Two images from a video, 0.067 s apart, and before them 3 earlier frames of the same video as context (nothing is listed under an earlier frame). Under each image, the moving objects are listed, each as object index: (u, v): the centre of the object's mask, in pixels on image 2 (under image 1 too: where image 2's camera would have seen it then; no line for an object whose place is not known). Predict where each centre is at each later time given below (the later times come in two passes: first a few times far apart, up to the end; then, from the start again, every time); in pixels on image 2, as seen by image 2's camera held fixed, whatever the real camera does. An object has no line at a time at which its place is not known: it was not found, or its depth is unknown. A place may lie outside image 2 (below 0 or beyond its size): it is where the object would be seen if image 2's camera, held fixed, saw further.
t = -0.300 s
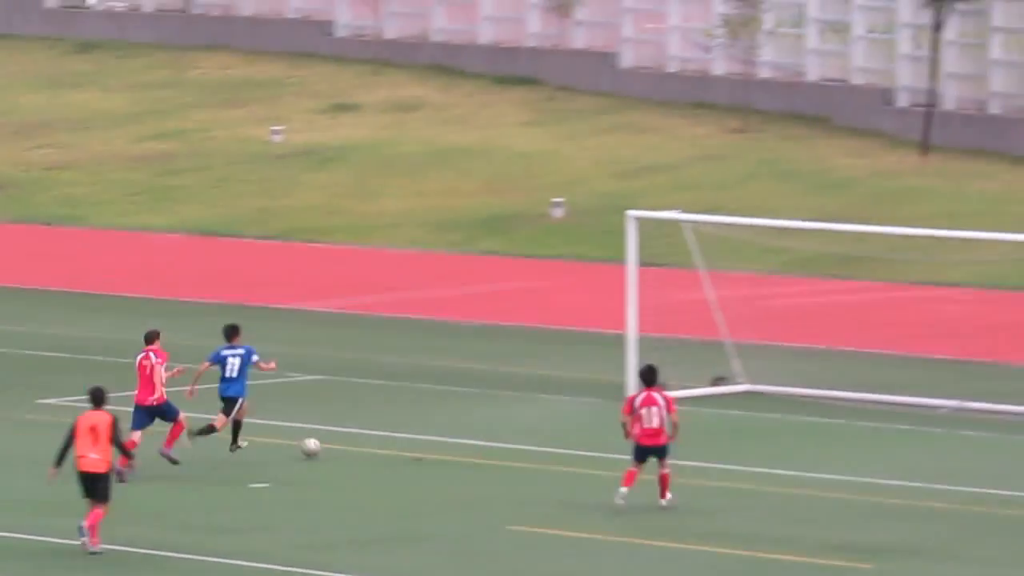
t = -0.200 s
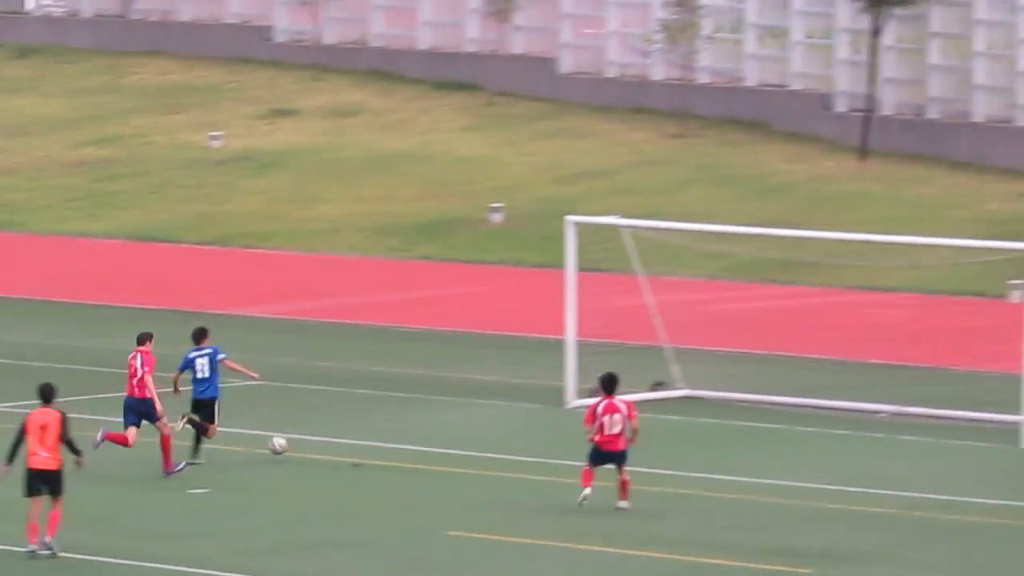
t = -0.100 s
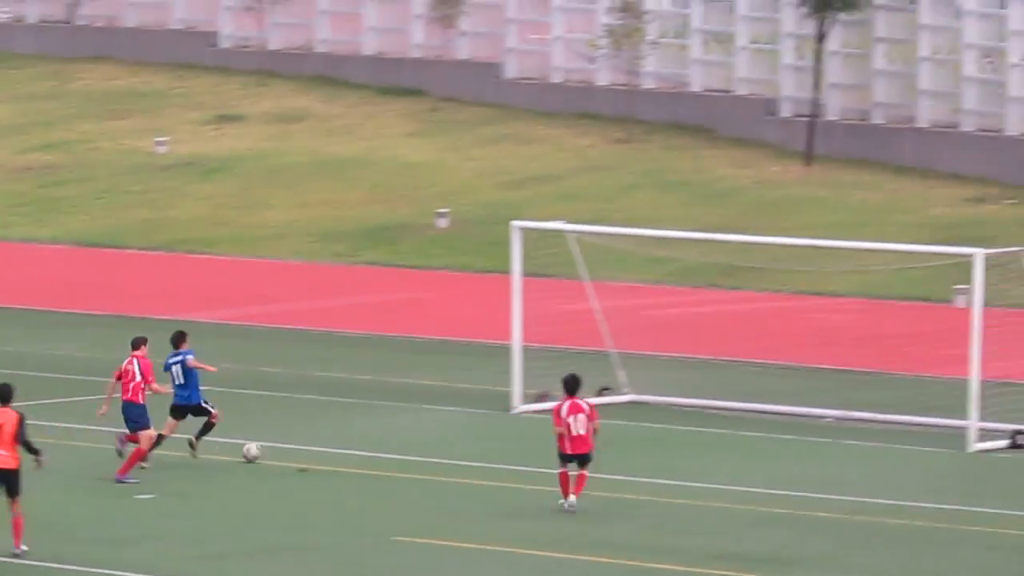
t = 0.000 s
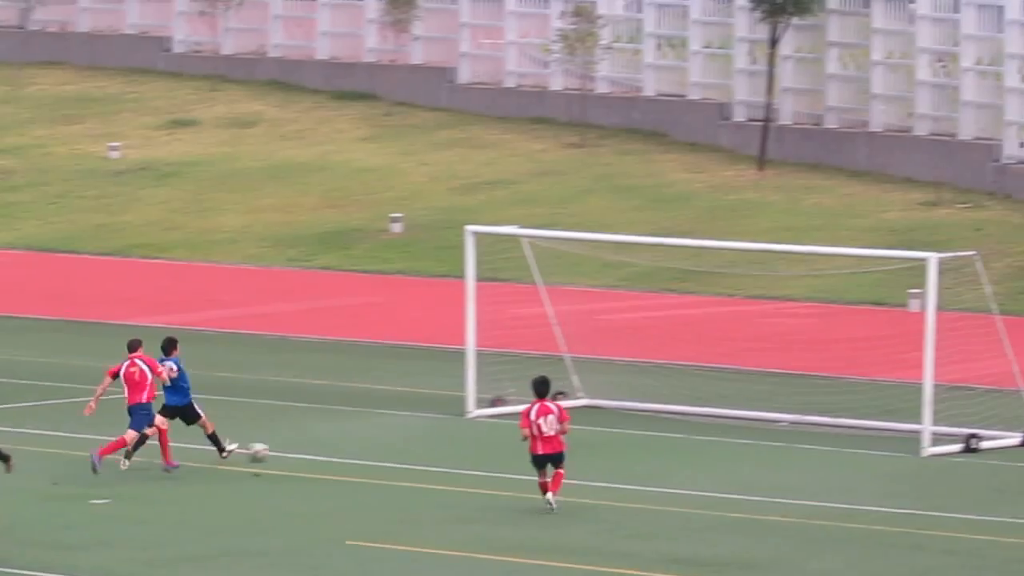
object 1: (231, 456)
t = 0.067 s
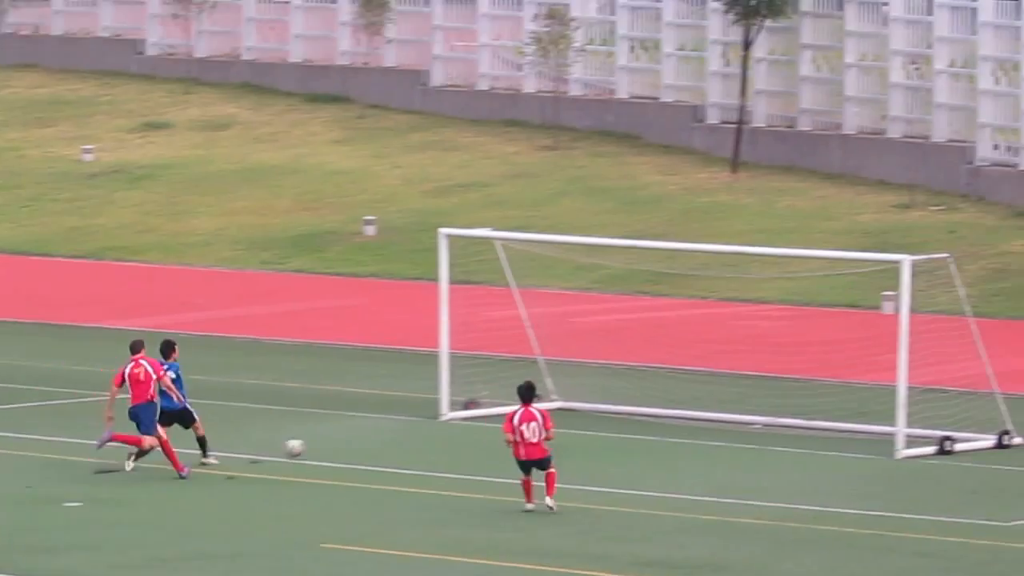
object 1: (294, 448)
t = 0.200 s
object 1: (408, 441)
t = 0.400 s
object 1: (541, 417)
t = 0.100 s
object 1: (323, 445)
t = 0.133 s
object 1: (352, 443)
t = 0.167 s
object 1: (381, 442)
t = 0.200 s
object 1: (408, 441)
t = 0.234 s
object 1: (430, 434)
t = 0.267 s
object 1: (453, 427)
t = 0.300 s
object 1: (475, 423)
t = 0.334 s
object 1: (498, 420)
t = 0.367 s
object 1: (520, 418)
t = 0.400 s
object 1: (541, 417)
